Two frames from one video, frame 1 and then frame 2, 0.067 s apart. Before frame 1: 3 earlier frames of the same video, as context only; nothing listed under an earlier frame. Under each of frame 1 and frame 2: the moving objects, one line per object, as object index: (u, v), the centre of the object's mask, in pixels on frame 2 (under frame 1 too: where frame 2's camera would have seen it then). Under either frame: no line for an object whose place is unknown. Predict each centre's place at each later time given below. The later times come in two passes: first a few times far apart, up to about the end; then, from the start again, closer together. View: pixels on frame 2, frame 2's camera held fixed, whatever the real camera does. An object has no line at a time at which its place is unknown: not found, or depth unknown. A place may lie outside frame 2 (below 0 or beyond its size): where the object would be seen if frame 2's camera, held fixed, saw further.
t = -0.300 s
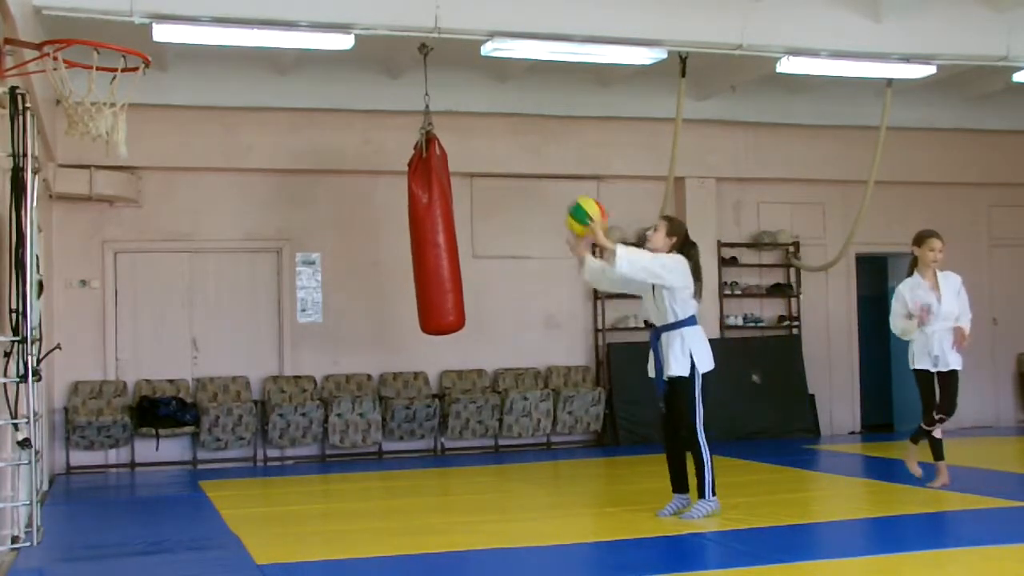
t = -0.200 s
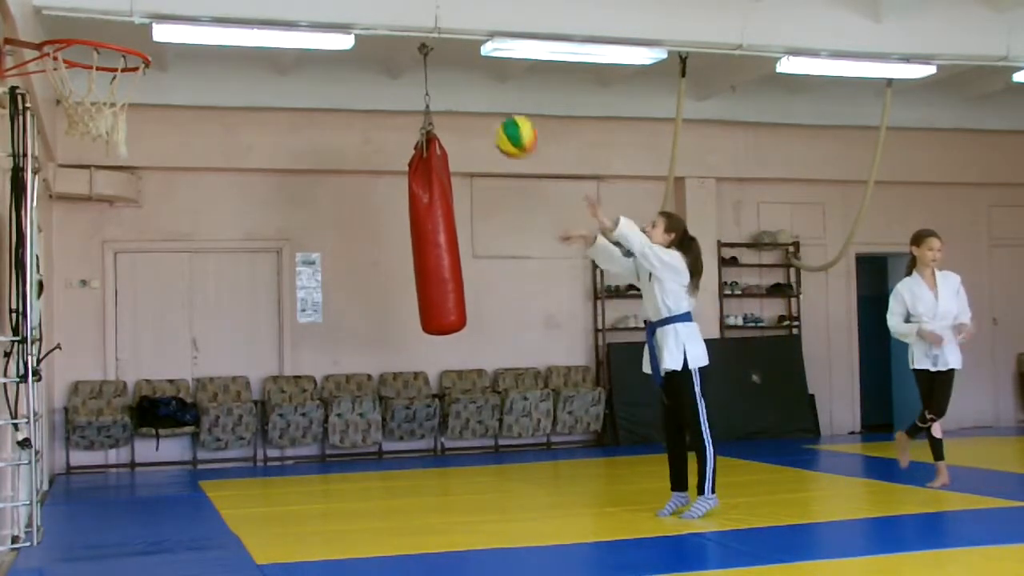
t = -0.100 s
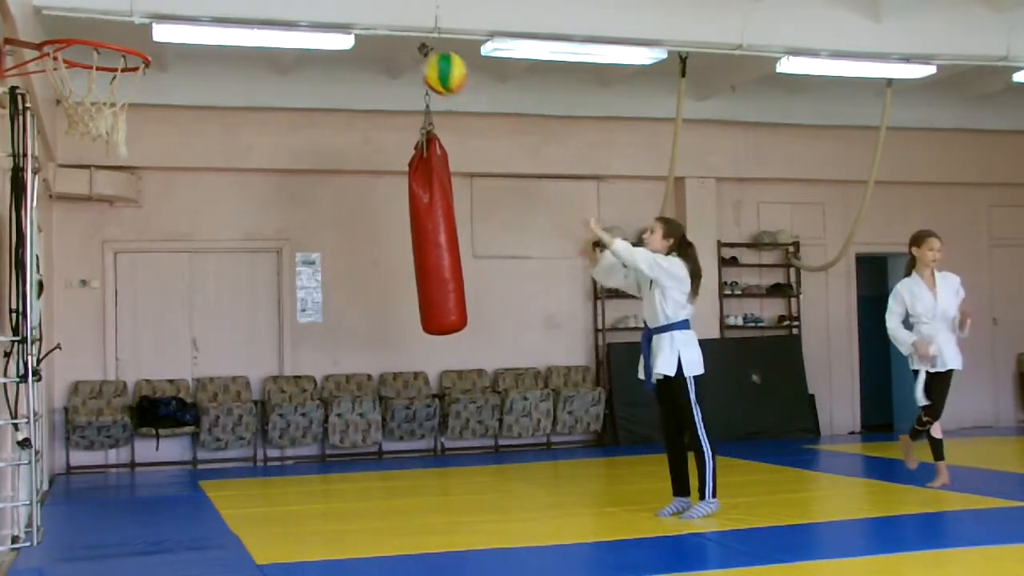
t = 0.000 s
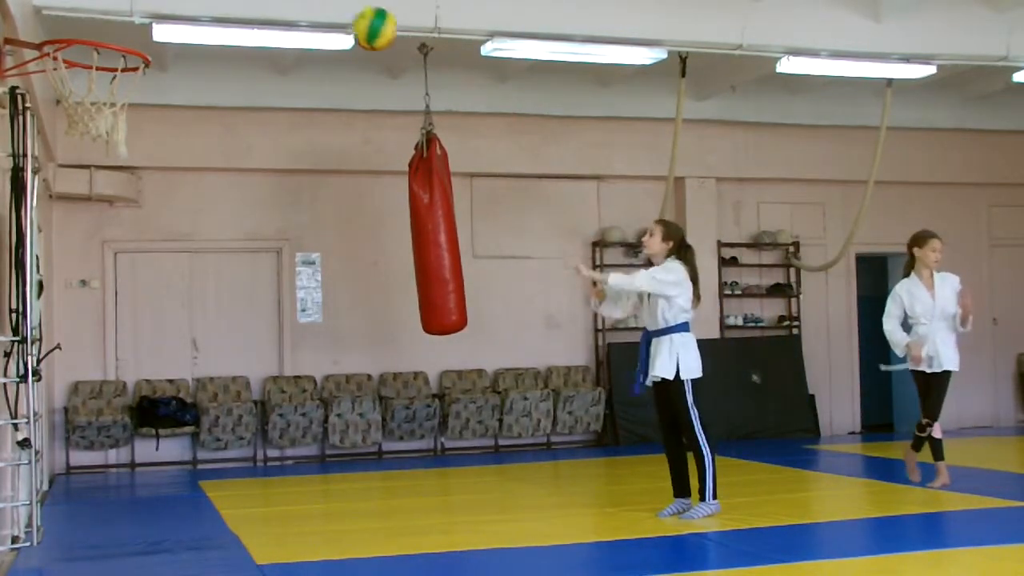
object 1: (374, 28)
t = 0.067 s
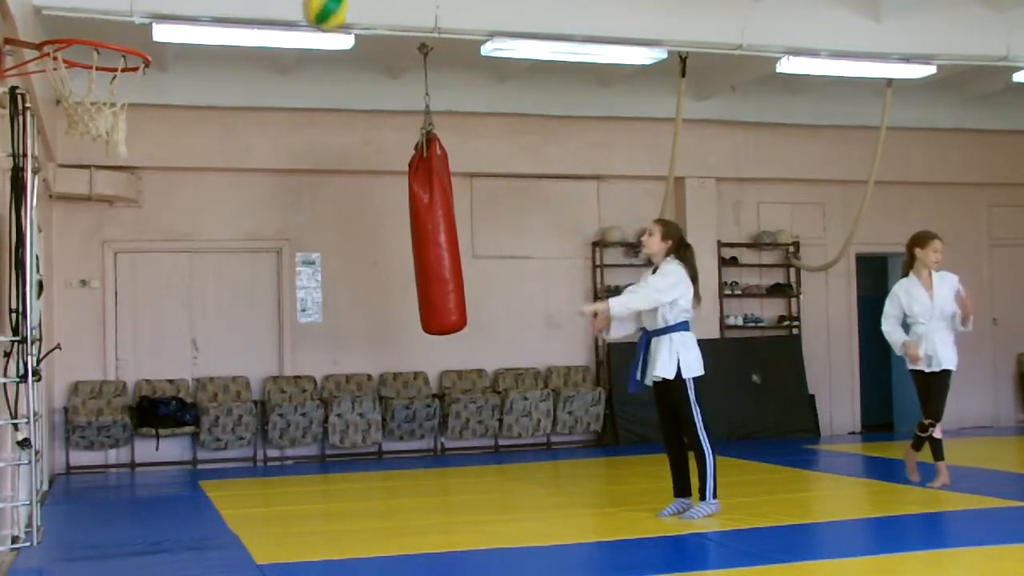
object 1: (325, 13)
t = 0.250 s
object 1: (190, 8)
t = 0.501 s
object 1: (76, 43)
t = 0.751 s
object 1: (146, 55)
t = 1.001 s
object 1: (192, 164)
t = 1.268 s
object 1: (238, 386)
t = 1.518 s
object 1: (270, 402)
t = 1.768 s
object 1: (296, 298)
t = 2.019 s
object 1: (319, 296)
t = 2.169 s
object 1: (334, 344)
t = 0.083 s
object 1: (313, 12)
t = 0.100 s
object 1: (302, 11)
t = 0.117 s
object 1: (289, 9)
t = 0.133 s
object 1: (277, 8)
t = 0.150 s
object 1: (265, 8)
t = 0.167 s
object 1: (253, 8)
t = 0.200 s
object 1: (228, 7)
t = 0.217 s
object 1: (216, 7)
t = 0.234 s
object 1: (202, 8)
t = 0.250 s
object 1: (190, 8)
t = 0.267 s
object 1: (177, 9)
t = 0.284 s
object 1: (164, 10)
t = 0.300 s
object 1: (152, 12)
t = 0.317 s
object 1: (139, 14)
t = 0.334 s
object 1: (126, 17)
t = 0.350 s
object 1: (114, 21)
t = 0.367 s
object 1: (102, 24)
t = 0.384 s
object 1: (89, 27)
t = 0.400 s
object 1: (84, 32)
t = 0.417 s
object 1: (79, 33)
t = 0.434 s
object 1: (75, 36)
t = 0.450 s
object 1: (71, 38)
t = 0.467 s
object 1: (70, 43)
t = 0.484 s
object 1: (71, 42)
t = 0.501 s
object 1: (76, 43)
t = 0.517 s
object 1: (83, 39)
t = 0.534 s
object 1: (90, 41)
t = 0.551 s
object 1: (95, 41)
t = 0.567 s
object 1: (102, 42)
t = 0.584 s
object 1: (108, 43)
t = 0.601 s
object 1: (112, 43)
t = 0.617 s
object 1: (115, 41)
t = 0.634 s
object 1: (119, 43)
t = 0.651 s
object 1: (122, 44)
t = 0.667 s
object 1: (124, 44)
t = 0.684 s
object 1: (128, 45)
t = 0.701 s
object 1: (131, 45)
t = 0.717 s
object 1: (136, 46)
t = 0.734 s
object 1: (141, 50)
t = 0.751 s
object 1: (146, 55)
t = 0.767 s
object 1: (149, 60)
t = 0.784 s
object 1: (151, 64)
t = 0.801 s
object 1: (153, 69)
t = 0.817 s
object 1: (158, 74)
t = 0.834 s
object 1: (161, 80)
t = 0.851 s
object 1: (163, 86)
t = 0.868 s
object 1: (167, 92)
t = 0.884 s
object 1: (171, 99)
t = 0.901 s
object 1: (174, 108)
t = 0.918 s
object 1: (177, 116)
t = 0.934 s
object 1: (180, 125)
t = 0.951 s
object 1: (183, 134)
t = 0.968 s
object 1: (186, 144)
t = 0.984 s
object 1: (189, 153)
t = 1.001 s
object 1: (192, 164)
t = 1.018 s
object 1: (196, 176)
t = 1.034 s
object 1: (198, 185)
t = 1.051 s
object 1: (201, 197)
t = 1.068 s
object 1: (205, 209)
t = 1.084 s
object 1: (207, 222)
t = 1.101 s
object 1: (210, 235)
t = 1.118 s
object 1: (213, 249)
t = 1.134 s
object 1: (216, 262)
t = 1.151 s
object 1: (220, 276)
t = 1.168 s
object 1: (224, 290)
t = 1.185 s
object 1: (226, 305)
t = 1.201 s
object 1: (229, 321)
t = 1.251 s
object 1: (236, 369)
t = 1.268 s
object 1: (238, 386)
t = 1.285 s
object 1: (241, 402)
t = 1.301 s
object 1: (244, 422)
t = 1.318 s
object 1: (247, 439)
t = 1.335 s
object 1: (249, 456)
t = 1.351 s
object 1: (251, 475)
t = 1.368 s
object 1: (252, 494)
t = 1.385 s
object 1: (255, 506)
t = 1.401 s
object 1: (256, 490)
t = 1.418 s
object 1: (259, 477)
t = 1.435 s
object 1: (261, 463)
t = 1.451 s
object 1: (263, 450)
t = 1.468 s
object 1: (264, 437)
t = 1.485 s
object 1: (266, 425)
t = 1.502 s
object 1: (267, 414)
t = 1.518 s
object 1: (270, 402)
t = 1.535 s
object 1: (272, 391)
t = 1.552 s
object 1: (274, 382)
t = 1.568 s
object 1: (275, 372)
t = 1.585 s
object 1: (277, 363)
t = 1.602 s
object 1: (279, 355)
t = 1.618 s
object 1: (281, 348)
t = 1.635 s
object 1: (283, 340)
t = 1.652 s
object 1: (284, 333)
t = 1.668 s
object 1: (286, 326)
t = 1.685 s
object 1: (288, 321)
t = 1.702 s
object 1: (289, 316)
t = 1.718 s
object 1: (291, 310)
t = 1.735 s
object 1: (293, 305)
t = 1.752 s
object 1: (294, 302)
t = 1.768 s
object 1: (296, 298)
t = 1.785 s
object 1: (297, 296)
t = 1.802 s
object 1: (299, 293)
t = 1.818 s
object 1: (301, 290)
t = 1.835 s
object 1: (302, 289)
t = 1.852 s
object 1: (304, 287)
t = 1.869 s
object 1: (305, 286)
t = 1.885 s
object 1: (306, 286)
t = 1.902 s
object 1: (308, 286)
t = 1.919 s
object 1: (309, 286)
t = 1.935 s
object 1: (311, 287)
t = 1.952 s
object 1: (313, 288)
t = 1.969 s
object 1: (314, 290)
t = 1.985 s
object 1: (316, 292)
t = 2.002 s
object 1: (317, 294)
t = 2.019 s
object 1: (319, 296)
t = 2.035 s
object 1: (321, 300)
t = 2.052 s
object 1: (323, 304)
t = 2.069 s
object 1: (325, 309)
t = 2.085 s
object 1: (326, 314)
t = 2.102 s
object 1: (328, 319)
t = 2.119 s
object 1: (330, 324)
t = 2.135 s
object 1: (331, 330)
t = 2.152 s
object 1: (333, 336)
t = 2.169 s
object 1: (334, 344)
